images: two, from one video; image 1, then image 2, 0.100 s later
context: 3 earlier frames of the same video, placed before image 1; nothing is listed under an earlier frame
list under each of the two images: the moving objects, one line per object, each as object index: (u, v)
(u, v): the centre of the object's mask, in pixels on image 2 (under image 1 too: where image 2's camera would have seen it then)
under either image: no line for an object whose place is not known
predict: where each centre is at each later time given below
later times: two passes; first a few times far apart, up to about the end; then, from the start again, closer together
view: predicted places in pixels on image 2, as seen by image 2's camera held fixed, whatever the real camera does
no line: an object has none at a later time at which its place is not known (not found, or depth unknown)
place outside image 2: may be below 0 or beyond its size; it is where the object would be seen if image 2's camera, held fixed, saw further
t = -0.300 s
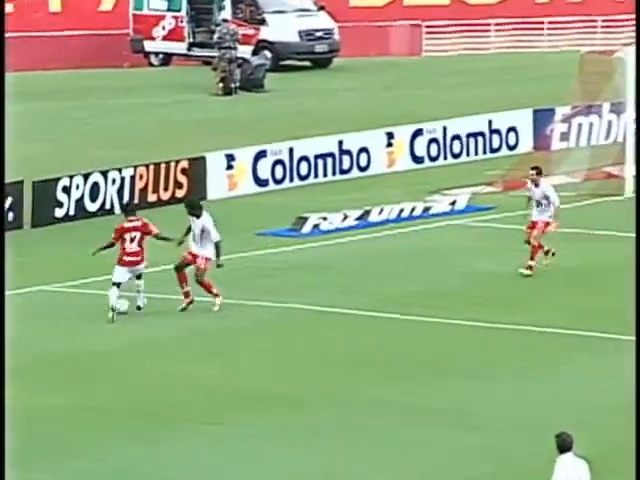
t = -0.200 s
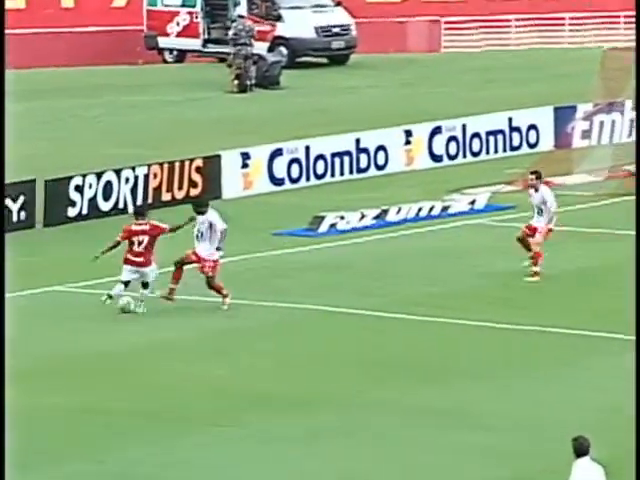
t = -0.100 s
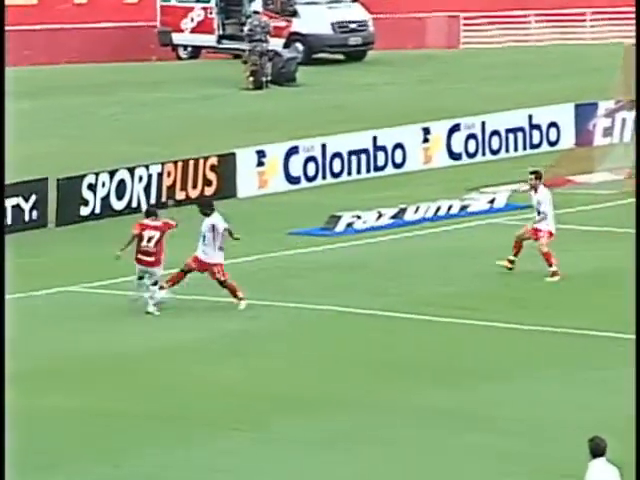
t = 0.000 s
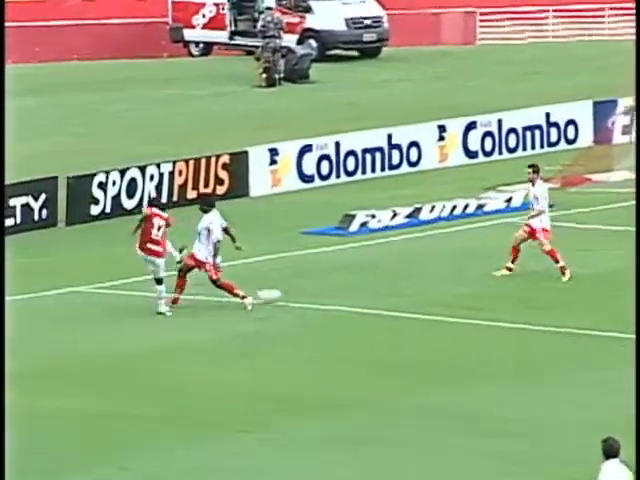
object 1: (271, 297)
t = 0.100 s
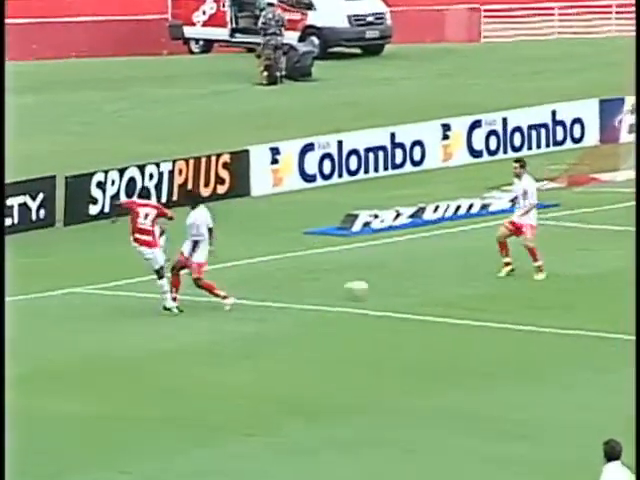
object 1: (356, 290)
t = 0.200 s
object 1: (440, 285)
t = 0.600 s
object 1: (721, 274)
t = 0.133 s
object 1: (385, 286)
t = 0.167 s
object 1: (413, 286)
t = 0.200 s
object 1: (440, 285)
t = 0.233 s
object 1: (468, 285)
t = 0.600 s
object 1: (721, 274)
